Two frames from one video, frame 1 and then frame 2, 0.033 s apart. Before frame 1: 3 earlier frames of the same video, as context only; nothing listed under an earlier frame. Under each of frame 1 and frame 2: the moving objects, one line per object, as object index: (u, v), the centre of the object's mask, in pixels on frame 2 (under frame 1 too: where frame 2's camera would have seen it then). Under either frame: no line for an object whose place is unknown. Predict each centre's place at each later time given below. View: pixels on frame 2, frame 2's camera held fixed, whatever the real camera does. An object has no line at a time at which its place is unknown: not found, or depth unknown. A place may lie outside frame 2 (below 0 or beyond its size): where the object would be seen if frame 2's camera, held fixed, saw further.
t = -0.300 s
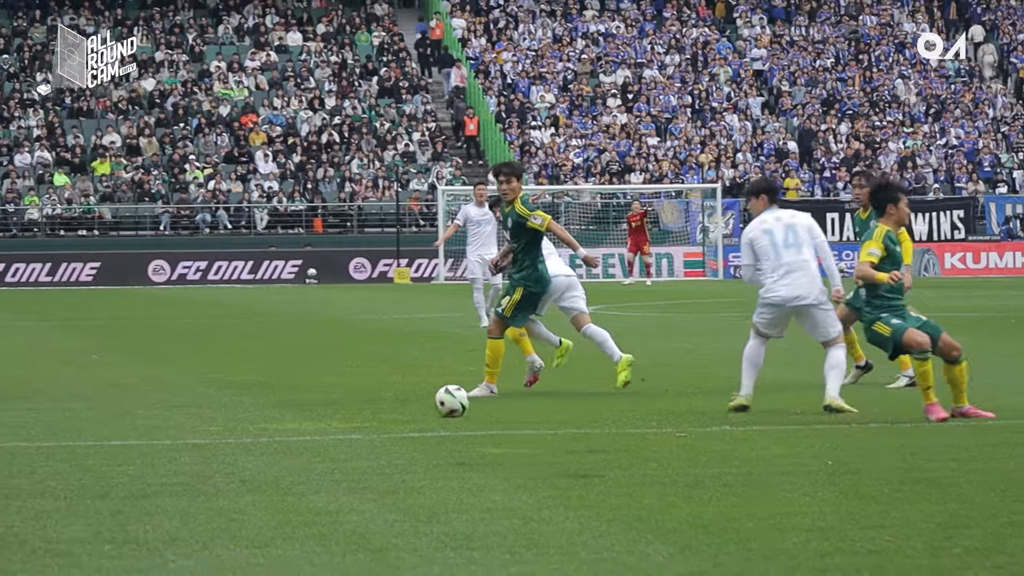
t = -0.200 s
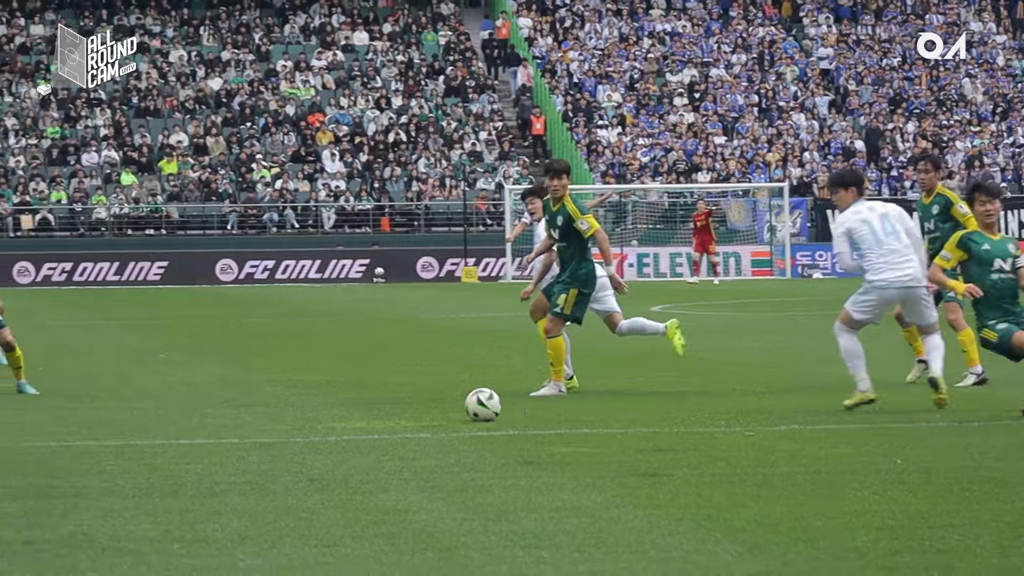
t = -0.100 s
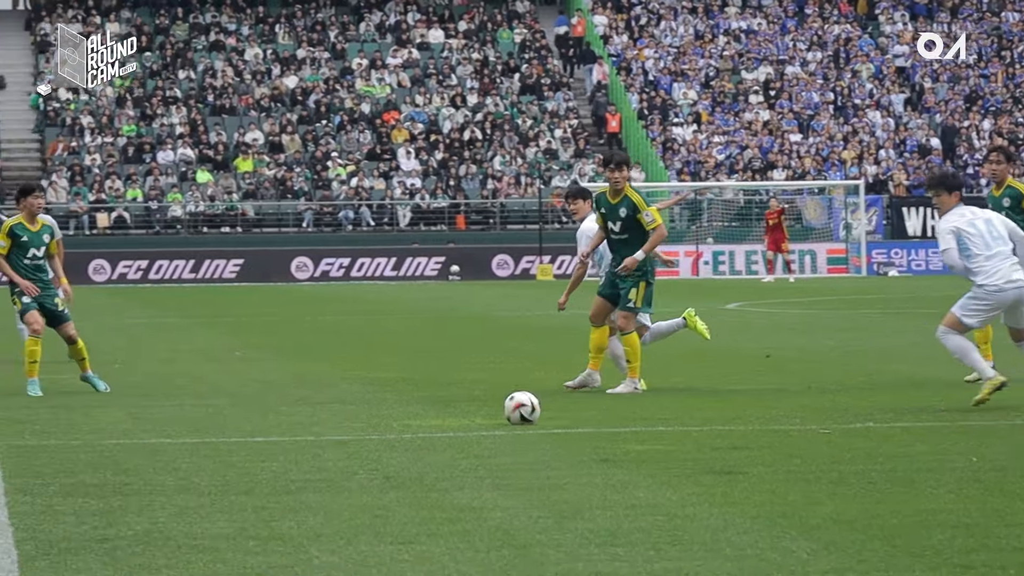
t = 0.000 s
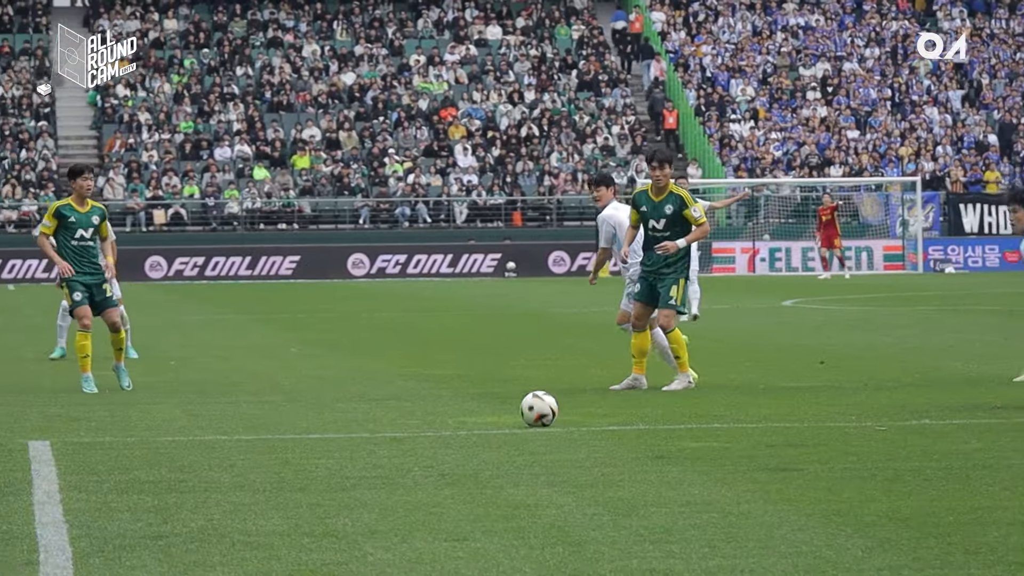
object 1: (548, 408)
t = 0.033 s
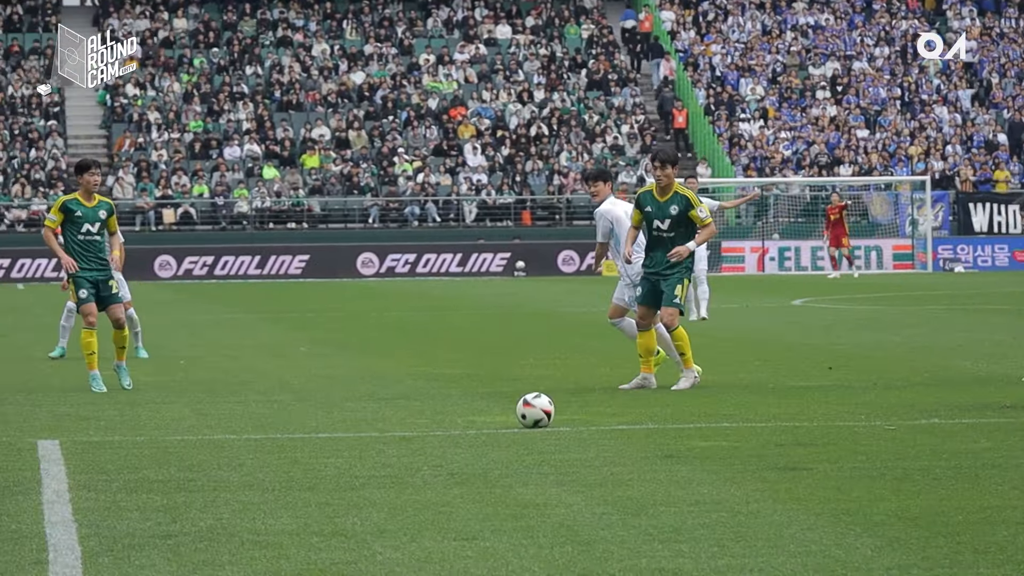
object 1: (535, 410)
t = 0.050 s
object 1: (529, 410)
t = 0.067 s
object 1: (523, 410)
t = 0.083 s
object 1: (516, 411)
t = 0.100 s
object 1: (510, 411)
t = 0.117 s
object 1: (503, 412)
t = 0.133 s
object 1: (497, 414)
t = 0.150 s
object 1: (491, 416)
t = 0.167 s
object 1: (485, 418)
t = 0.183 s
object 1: (479, 419)
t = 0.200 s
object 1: (473, 420)
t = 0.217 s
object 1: (467, 420)
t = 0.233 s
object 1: (462, 422)
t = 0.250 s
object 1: (457, 423)
